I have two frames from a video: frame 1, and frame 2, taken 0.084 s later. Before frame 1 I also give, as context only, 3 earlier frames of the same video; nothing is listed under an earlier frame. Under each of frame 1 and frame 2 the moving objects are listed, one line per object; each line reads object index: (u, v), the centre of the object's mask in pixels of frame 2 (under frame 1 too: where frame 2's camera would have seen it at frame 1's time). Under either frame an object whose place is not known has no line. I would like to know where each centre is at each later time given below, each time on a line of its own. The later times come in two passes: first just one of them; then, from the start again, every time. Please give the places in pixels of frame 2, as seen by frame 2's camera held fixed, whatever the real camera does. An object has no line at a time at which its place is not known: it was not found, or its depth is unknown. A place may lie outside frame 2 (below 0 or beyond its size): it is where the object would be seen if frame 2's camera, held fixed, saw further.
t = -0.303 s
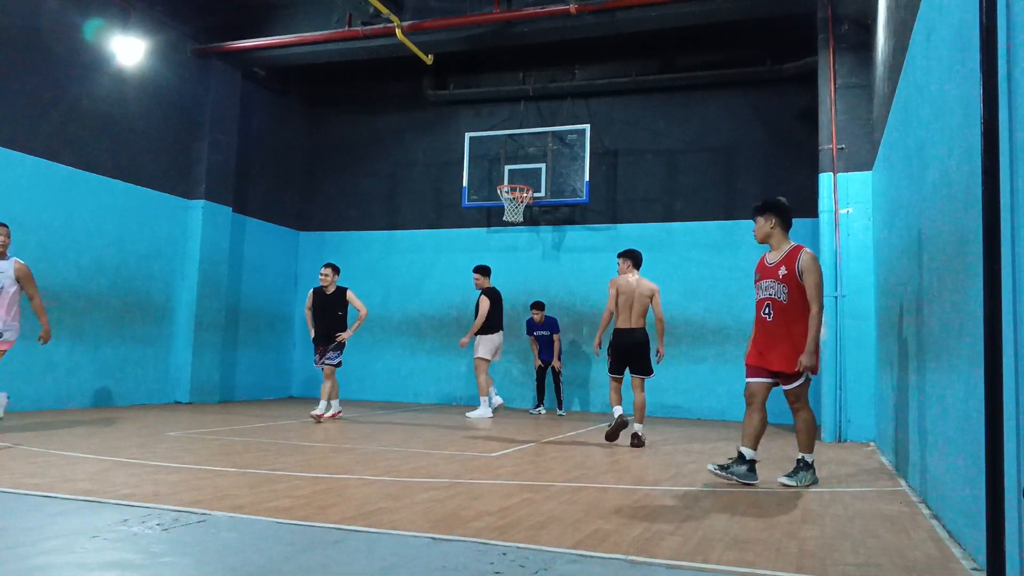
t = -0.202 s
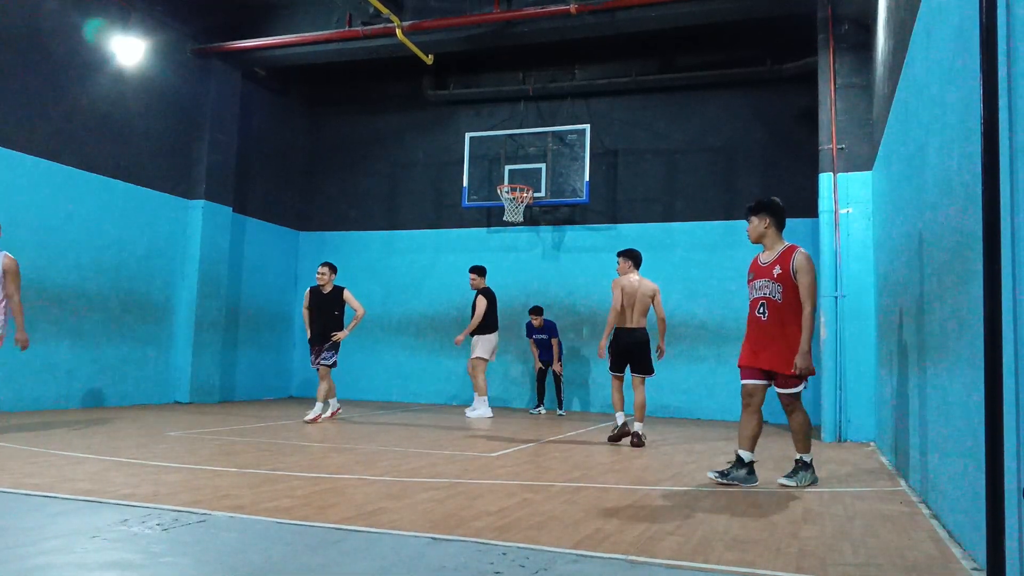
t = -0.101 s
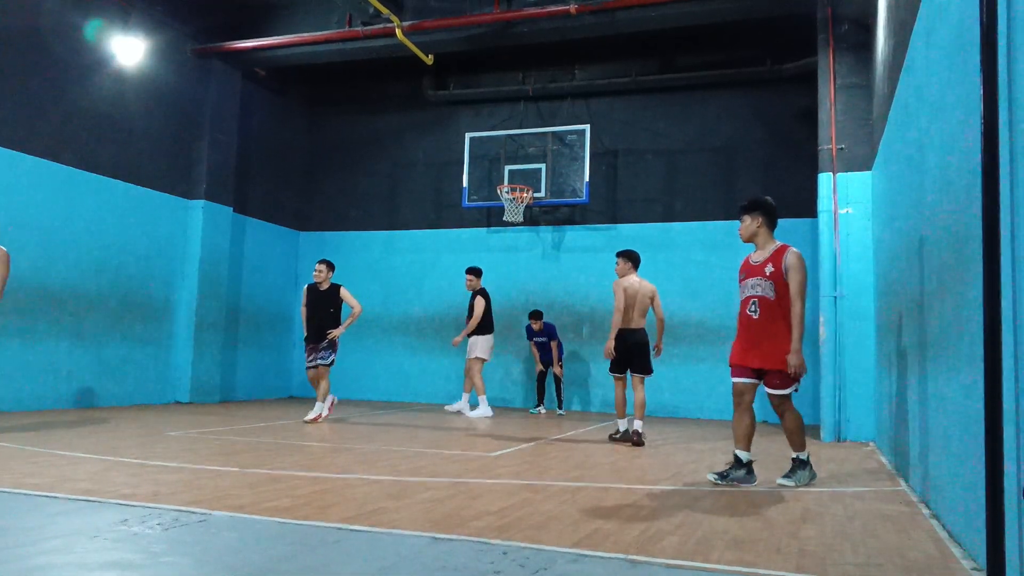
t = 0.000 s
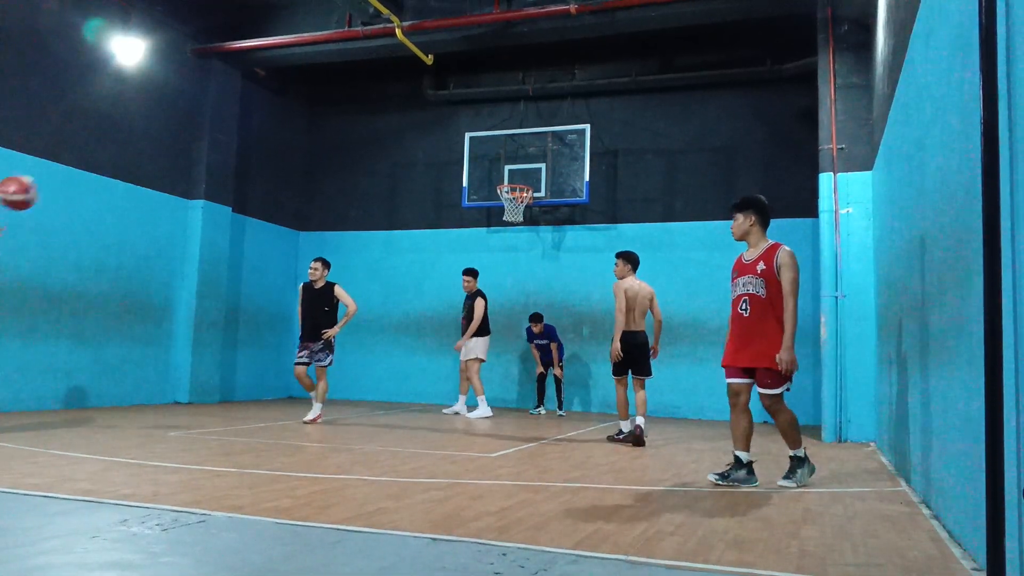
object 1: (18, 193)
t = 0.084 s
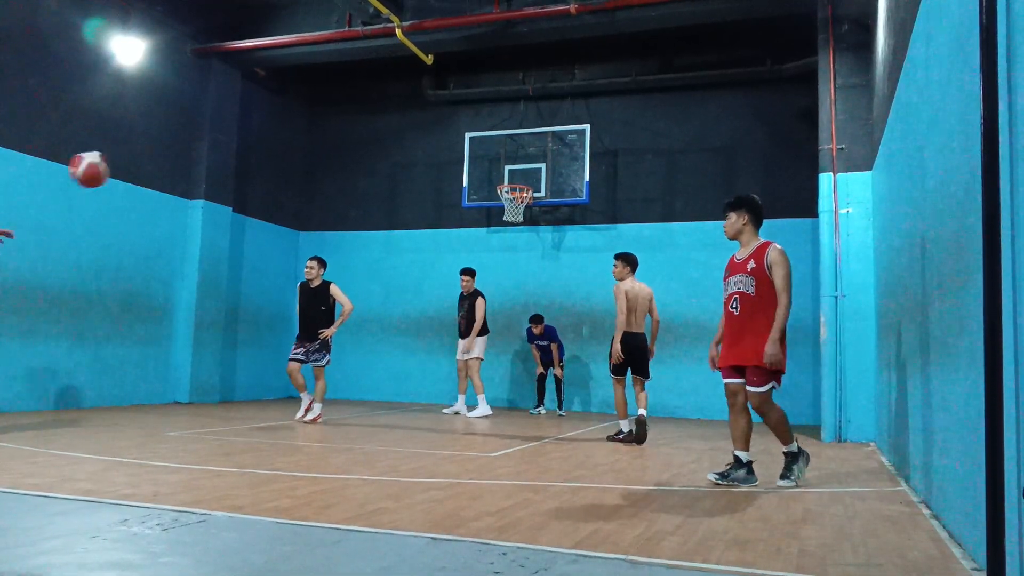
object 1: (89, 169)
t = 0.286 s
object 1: (263, 154)
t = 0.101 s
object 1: (104, 166)
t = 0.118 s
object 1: (118, 163)
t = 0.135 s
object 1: (132, 160)
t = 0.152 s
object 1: (147, 158)
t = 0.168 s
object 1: (162, 156)
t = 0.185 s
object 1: (176, 155)
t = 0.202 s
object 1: (190, 154)
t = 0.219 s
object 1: (204, 153)
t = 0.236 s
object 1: (219, 153)
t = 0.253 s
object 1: (233, 153)
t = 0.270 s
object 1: (248, 154)
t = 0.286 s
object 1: (263, 154)
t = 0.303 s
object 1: (277, 156)
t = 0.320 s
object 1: (292, 158)
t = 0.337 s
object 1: (307, 160)
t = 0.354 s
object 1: (322, 163)
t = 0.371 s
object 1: (338, 166)
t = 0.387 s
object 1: (353, 170)
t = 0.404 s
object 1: (368, 173)
